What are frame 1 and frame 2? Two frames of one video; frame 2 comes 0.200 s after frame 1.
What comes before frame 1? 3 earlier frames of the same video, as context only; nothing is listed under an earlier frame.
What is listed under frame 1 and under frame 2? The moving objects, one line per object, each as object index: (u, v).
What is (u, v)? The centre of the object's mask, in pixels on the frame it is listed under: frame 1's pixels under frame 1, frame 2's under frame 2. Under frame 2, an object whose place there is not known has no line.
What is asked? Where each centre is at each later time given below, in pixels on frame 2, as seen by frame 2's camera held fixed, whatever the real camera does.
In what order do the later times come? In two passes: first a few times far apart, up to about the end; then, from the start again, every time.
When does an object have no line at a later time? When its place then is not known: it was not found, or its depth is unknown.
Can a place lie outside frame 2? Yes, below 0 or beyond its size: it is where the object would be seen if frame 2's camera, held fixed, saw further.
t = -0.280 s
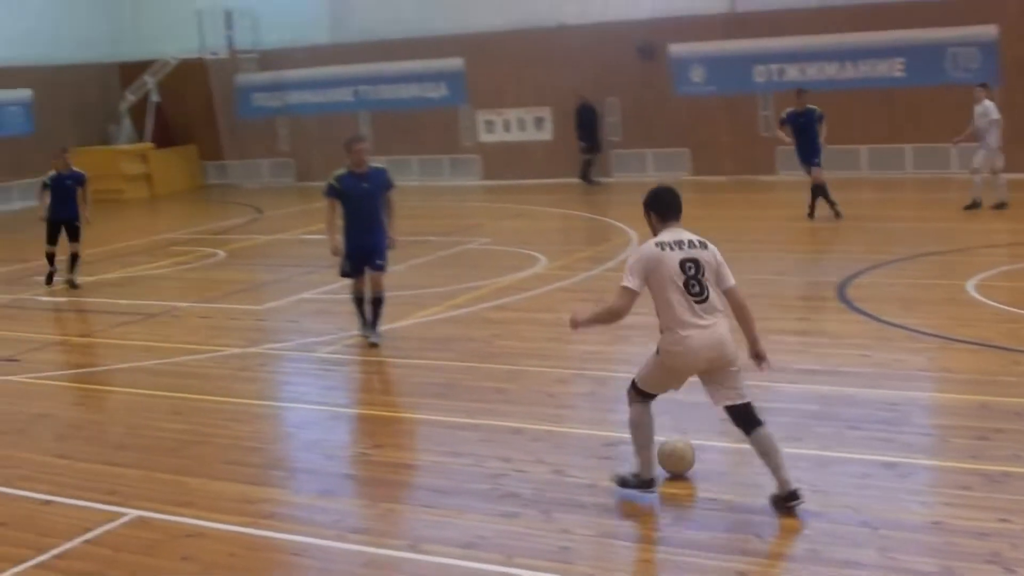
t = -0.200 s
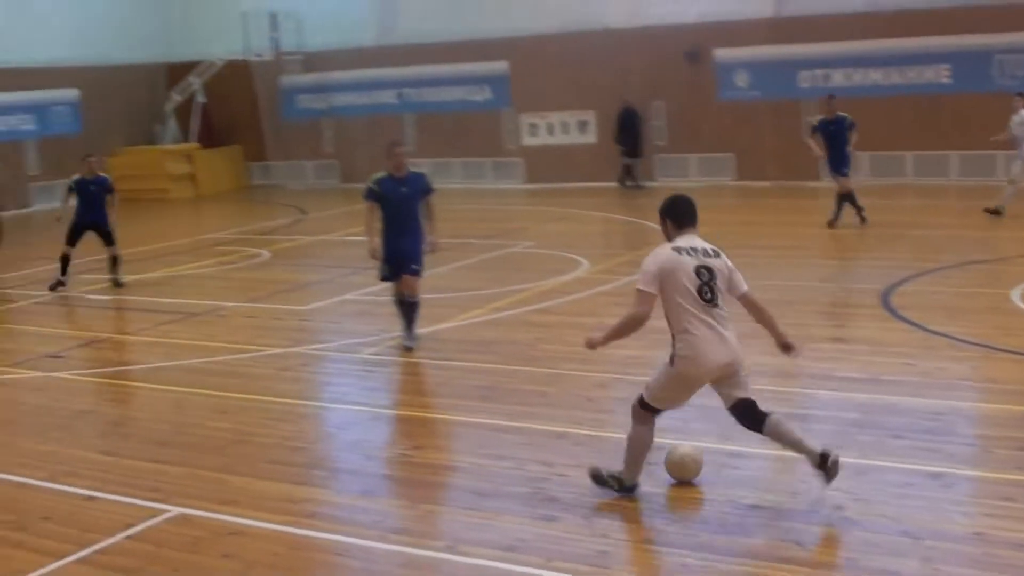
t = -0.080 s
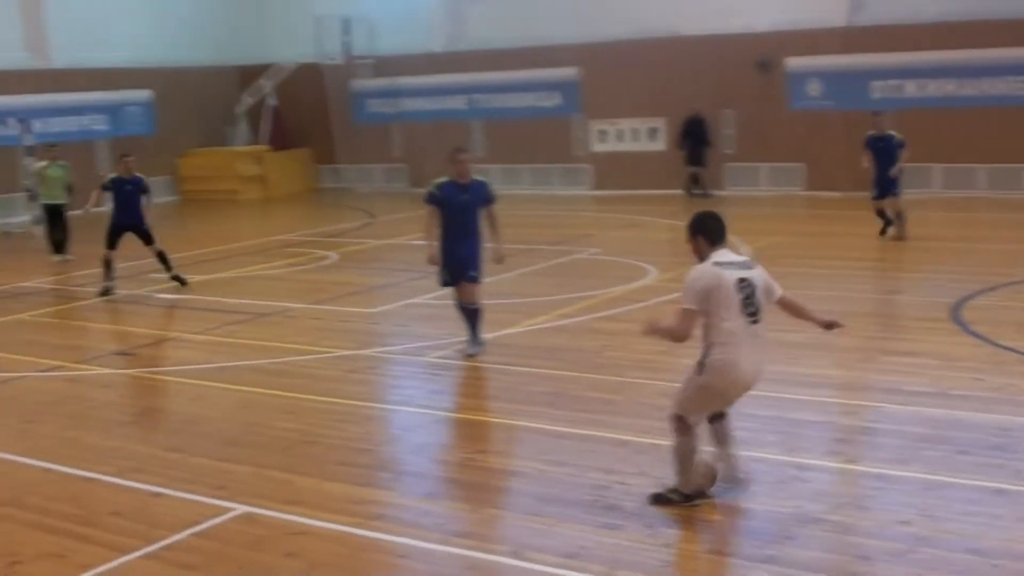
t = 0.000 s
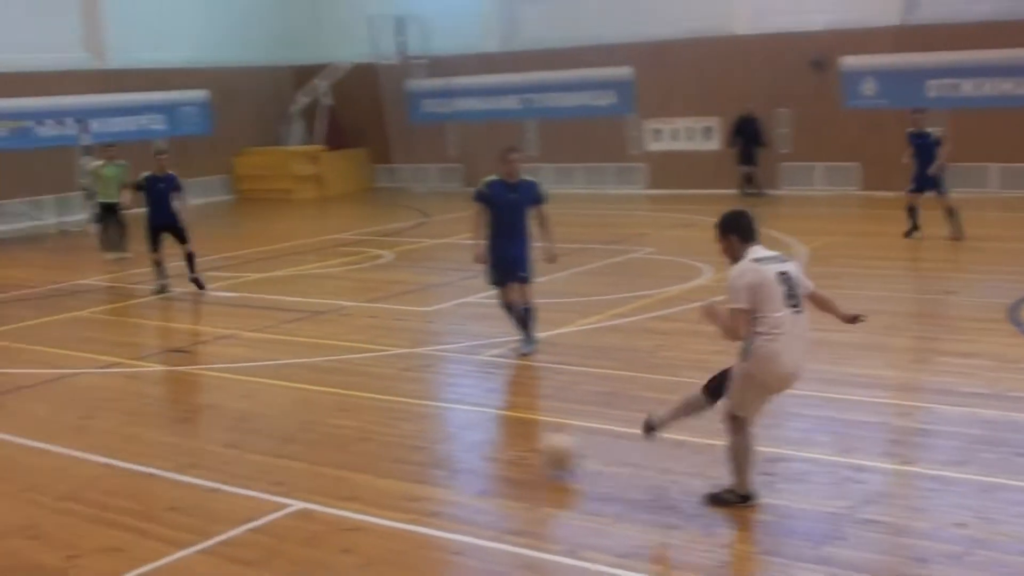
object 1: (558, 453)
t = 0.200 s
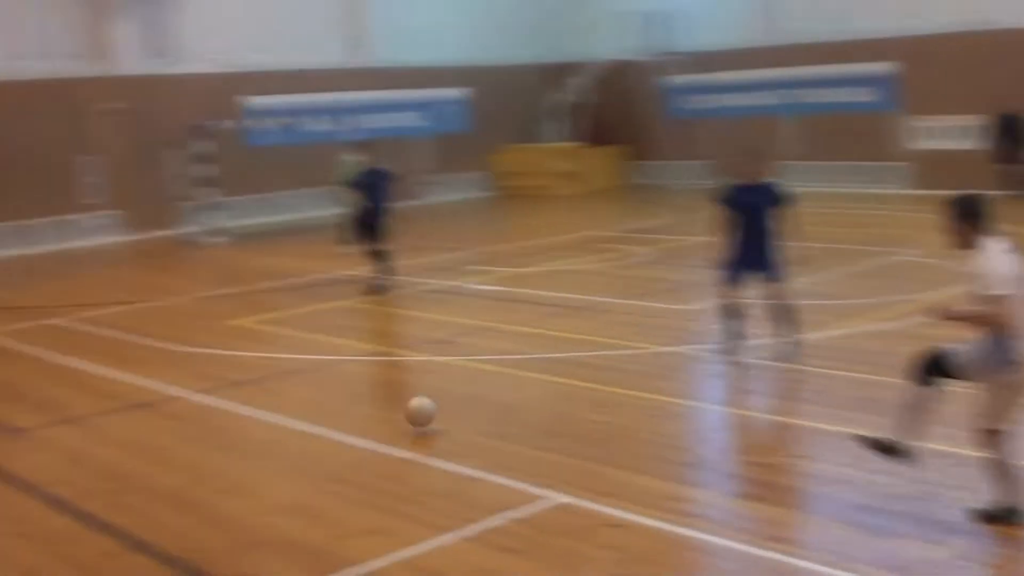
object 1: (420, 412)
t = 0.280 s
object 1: (310, 406)
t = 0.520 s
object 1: (69, 378)
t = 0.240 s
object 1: (362, 409)
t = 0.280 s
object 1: (310, 406)
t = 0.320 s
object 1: (262, 397)
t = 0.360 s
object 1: (218, 394)
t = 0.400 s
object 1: (176, 390)
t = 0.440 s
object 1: (139, 386)
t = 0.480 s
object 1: (102, 383)
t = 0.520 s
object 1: (69, 378)
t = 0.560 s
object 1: (37, 374)
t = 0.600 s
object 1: (8, 370)
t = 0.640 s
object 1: (-20, 370)
